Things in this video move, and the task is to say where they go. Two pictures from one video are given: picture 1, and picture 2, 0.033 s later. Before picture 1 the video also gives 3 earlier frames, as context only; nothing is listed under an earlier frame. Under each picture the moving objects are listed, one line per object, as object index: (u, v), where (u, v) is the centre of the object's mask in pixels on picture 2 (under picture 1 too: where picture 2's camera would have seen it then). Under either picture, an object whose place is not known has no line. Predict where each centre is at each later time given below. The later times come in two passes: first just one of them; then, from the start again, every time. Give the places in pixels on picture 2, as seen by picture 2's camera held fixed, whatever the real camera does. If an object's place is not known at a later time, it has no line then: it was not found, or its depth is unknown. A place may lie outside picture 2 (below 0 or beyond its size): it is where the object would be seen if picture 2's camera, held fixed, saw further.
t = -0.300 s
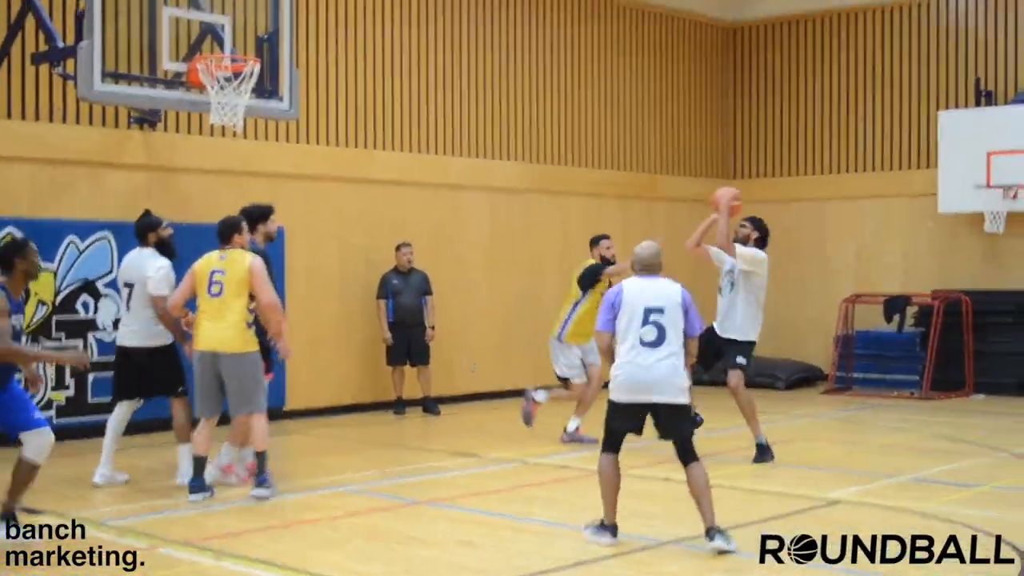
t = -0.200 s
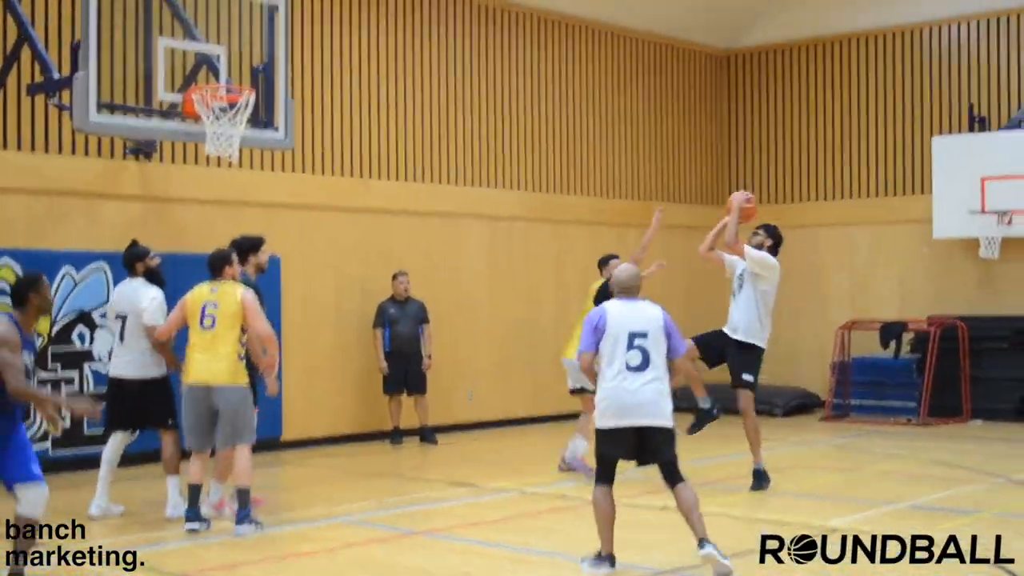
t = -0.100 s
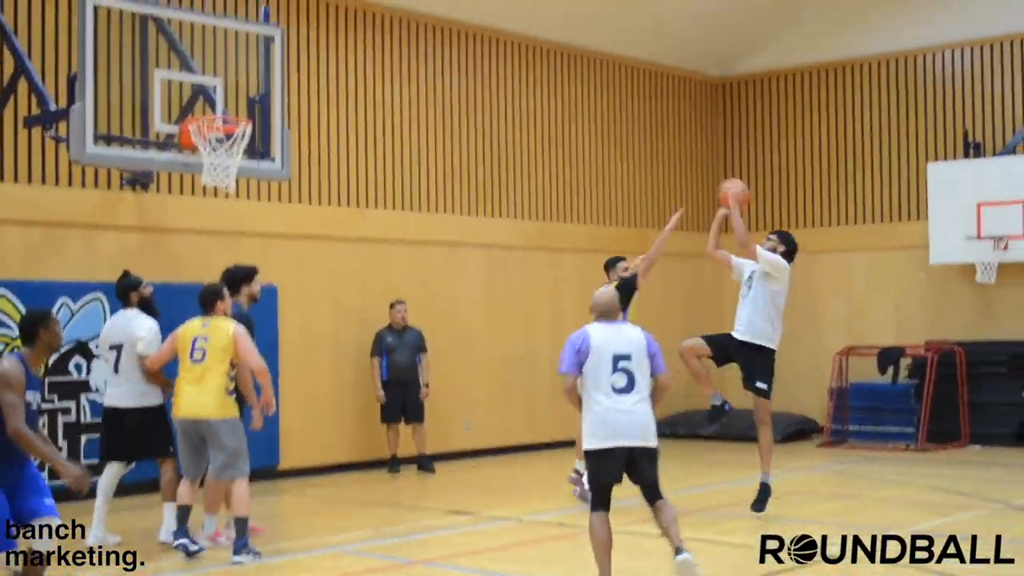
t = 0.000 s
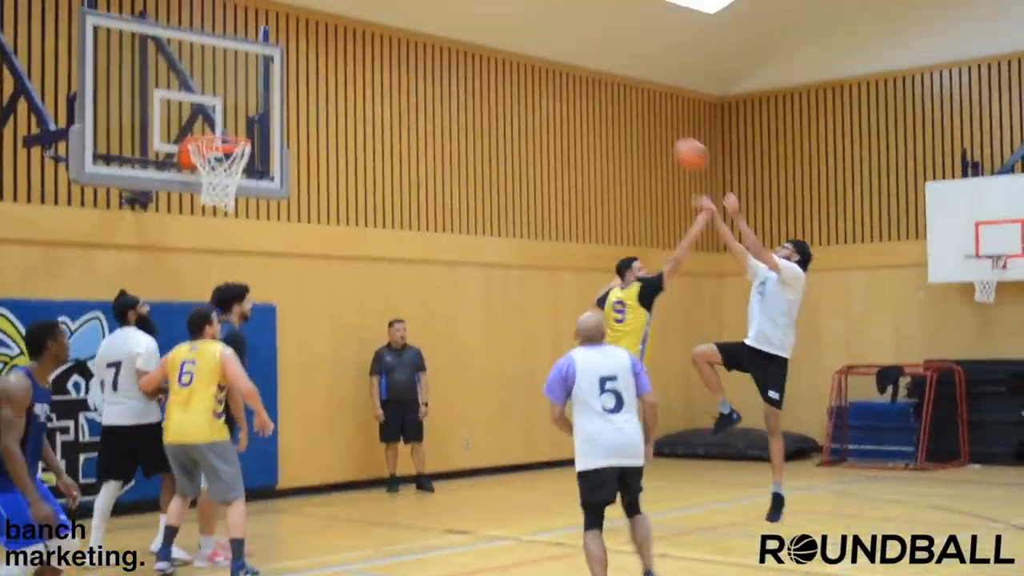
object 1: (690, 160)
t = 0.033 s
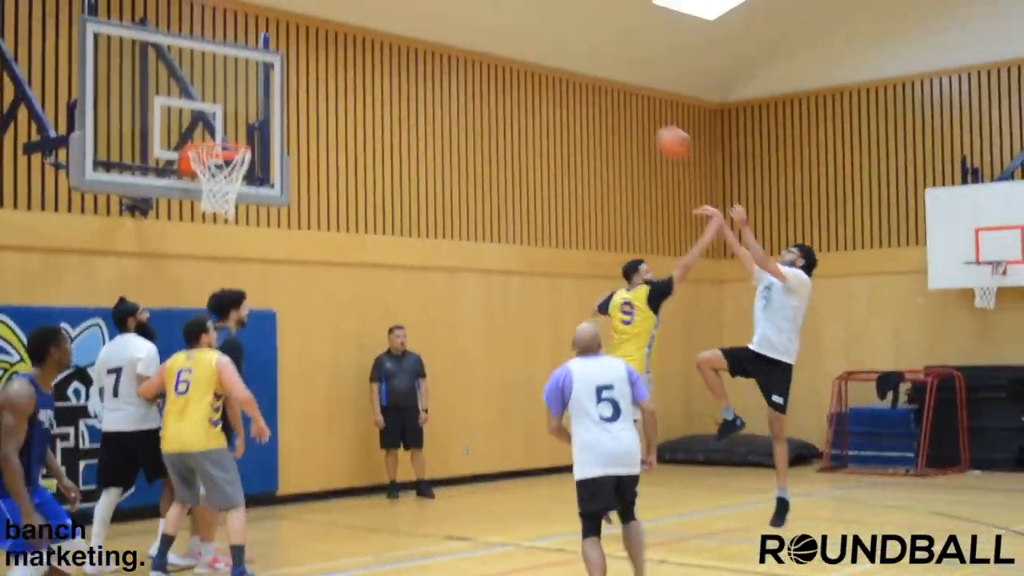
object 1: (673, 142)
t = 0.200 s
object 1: (584, 71)
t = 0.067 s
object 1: (656, 125)
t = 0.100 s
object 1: (637, 109)
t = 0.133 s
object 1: (620, 96)
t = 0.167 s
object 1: (602, 82)
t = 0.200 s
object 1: (584, 71)
